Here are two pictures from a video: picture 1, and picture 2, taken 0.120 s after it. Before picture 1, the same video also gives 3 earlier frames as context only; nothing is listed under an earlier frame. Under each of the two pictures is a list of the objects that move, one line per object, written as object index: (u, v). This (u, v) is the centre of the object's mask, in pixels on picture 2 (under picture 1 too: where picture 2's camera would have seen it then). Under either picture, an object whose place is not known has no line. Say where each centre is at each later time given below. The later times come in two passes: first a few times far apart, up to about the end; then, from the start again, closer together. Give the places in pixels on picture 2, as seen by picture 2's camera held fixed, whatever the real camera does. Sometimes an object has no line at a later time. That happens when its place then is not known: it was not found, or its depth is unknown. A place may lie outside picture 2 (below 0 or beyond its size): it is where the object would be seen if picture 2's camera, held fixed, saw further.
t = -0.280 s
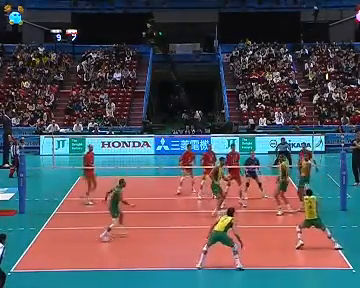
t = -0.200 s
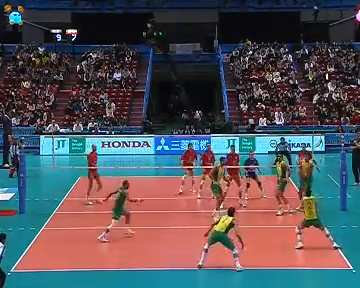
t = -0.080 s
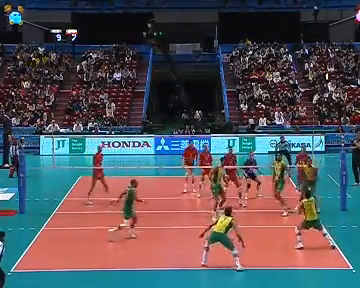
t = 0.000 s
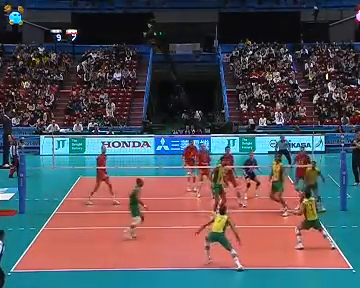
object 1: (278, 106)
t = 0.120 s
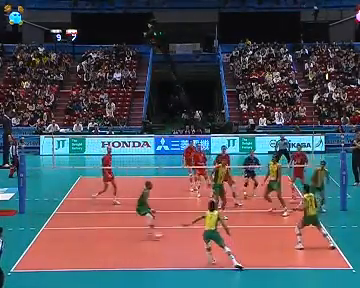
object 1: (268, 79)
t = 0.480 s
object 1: (235, 36)
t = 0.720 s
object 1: (215, 32)
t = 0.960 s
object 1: (196, 48)
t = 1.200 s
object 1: (177, 87)
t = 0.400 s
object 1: (243, 40)
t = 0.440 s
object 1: (240, 38)
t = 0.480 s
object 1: (235, 36)
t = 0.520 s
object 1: (232, 33)
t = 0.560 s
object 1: (229, 32)
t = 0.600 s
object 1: (226, 31)
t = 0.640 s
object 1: (223, 31)
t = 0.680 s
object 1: (219, 31)
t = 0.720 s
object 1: (215, 32)
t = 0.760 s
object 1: (212, 34)
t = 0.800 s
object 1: (209, 36)
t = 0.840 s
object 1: (205, 39)
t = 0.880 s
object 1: (202, 42)
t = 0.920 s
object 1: (199, 45)
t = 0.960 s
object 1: (196, 48)
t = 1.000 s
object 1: (192, 55)
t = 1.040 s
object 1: (188, 60)
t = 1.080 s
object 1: (186, 67)
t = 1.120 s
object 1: (183, 72)
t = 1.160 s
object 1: (179, 80)
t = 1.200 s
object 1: (177, 87)
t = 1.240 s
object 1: (173, 95)
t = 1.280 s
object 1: (170, 104)
